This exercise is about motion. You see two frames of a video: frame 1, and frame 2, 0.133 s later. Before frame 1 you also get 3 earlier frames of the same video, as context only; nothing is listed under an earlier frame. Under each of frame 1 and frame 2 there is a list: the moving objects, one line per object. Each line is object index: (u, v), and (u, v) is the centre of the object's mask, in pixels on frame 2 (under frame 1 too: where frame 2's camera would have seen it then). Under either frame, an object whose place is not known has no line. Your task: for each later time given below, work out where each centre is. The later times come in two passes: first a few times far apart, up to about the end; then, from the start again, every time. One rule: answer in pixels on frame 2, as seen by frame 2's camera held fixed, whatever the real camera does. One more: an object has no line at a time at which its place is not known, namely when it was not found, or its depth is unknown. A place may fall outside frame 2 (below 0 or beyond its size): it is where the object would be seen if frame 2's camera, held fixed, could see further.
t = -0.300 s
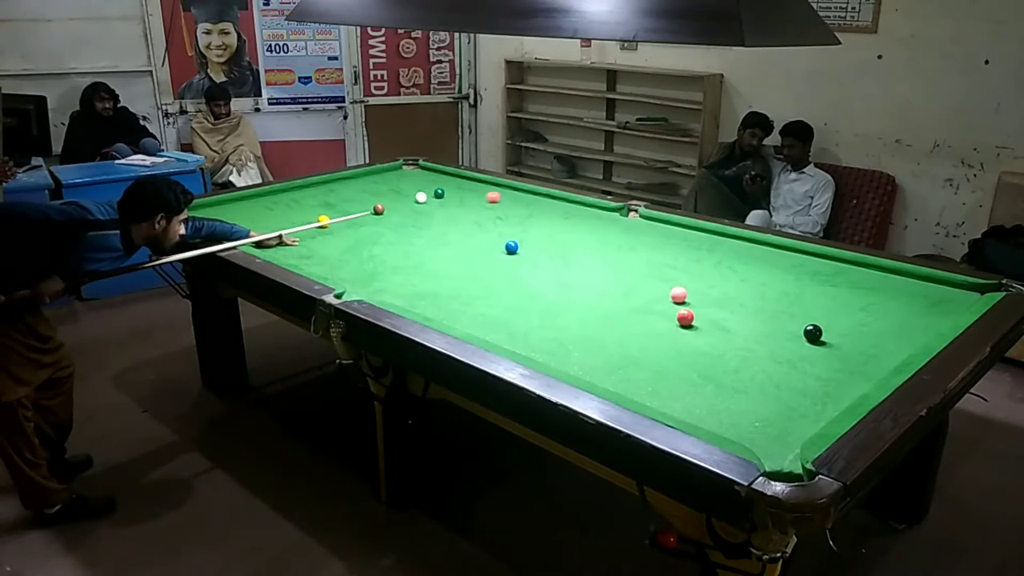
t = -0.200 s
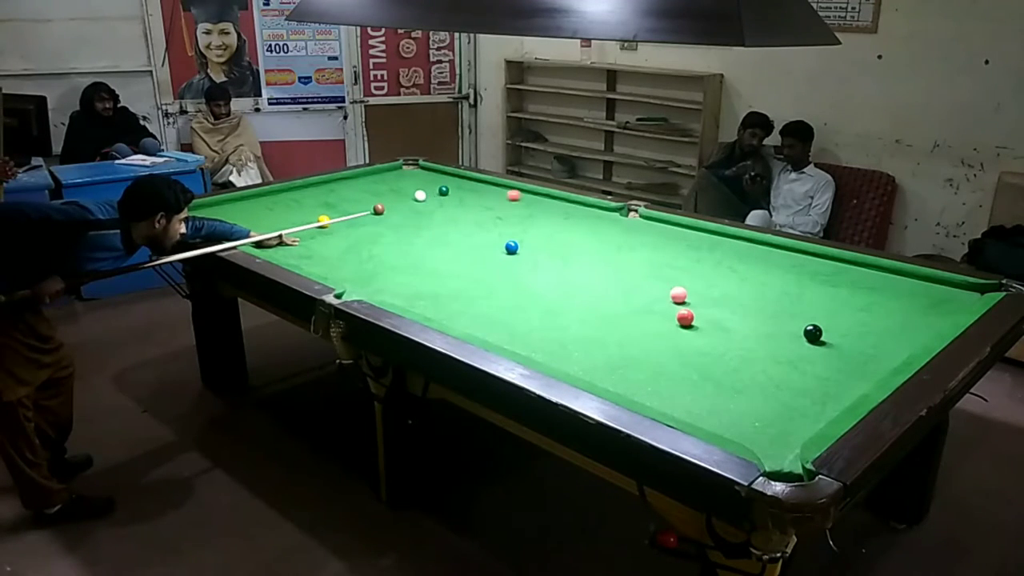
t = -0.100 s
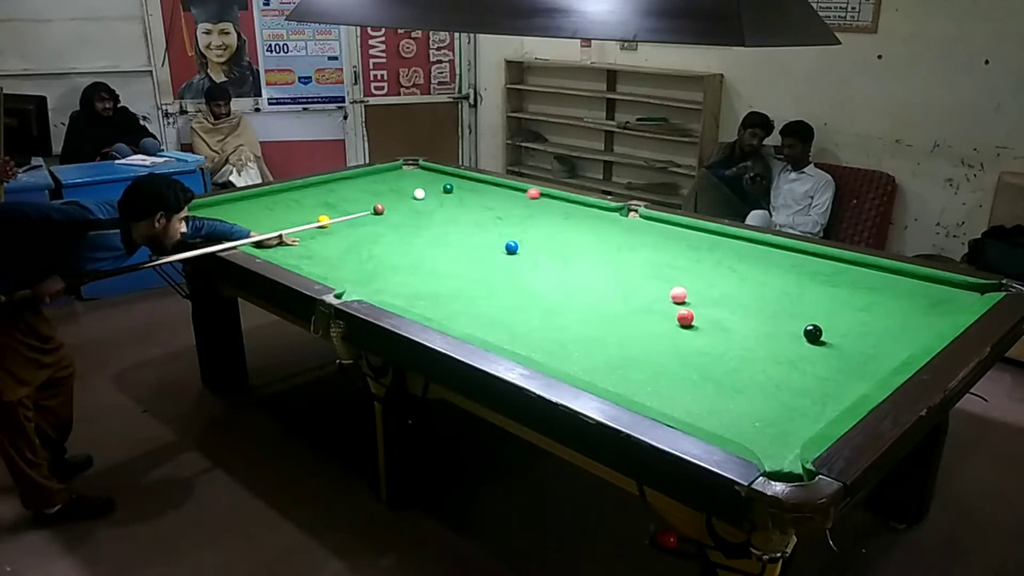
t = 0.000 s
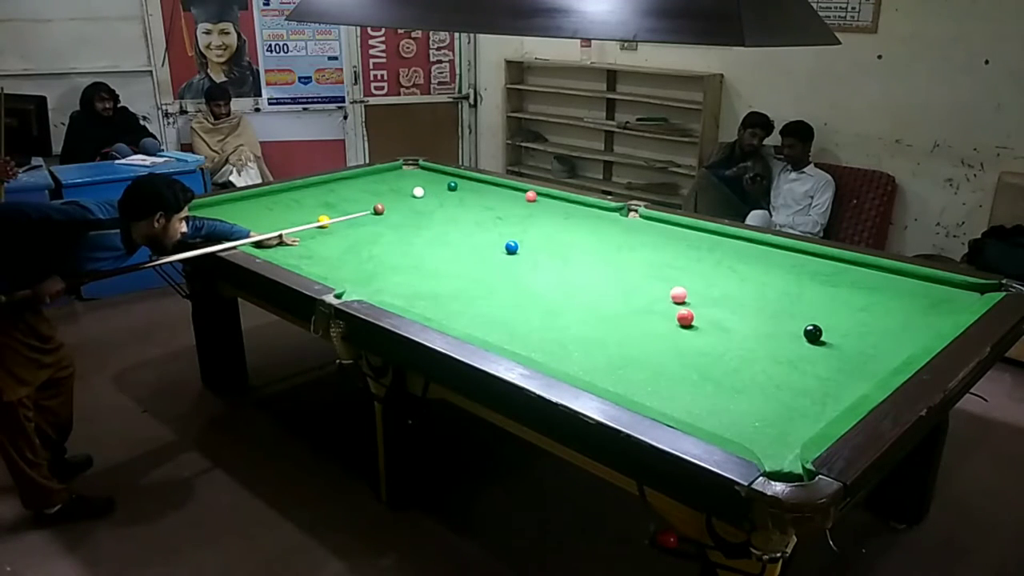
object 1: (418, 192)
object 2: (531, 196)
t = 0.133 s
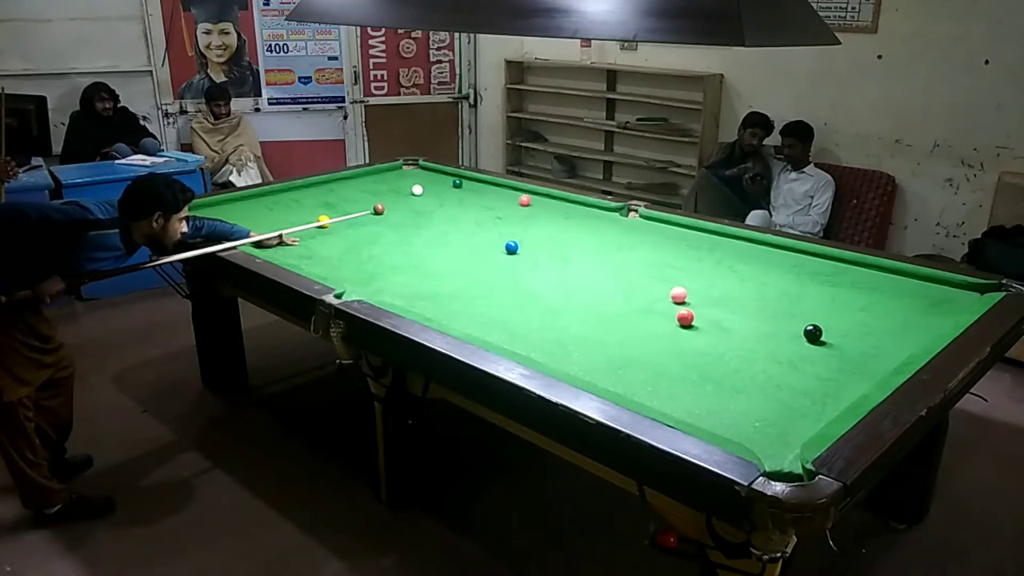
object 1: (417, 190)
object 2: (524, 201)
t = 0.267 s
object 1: (416, 188)
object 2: (518, 205)
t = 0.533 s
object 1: (414, 184)
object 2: (505, 213)
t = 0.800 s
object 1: (412, 181)
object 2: (492, 222)
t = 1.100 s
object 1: (411, 178)
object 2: (476, 232)
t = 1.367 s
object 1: (410, 176)
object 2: (463, 241)
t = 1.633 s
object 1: (409, 173)
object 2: (450, 249)
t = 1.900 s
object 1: (409, 172)
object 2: (437, 258)
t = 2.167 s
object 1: (408, 171)
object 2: (424, 266)
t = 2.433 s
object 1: (408, 170)
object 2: (412, 274)
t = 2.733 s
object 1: (408, 169)
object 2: (400, 282)
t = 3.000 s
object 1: (408, 169)
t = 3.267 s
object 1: (408, 169)
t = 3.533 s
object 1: (408, 169)
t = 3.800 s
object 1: (409, 169)
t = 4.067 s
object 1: (409, 169)
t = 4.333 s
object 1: (409, 169)
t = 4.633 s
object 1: (409, 169)
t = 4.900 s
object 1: (408, 169)
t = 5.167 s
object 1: (409, 169)
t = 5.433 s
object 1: (409, 169)
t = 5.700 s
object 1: (409, 169)
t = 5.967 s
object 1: (408, 169)
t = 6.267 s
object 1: (408, 169)
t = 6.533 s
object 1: (408, 169)
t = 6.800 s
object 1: (408, 169)
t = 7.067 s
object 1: (408, 169)
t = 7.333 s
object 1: (408, 169)
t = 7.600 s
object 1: (408, 169)
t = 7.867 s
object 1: (408, 169)
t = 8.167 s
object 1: (408, 169)
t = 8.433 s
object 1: (408, 169)
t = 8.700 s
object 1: (408, 169)
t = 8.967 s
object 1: (408, 169)
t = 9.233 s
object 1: (408, 168)
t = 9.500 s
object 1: (408, 168)
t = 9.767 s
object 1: (408, 168)
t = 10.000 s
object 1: (408, 168)
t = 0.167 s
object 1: (417, 189)
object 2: (523, 201)
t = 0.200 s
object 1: (416, 189)
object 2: (521, 203)
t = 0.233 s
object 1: (416, 188)
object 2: (519, 204)
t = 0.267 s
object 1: (416, 188)
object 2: (518, 205)
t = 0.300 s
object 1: (416, 187)
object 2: (516, 206)
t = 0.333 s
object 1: (415, 187)
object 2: (514, 207)
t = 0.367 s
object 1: (415, 186)
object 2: (513, 208)
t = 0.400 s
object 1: (415, 186)
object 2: (511, 209)
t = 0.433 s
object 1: (415, 186)
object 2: (509, 210)
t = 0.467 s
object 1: (414, 185)
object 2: (508, 211)
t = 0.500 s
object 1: (414, 185)
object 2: (506, 212)
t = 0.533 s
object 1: (414, 184)
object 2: (505, 213)
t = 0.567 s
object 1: (414, 184)
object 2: (503, 214)
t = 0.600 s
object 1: (414, 183)
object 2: (501, 215)
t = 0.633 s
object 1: (413, 183)
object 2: (500, 217)
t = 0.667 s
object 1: (413, 183)
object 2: (498, 218)
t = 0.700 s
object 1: (413, 182)
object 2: (496, 219)
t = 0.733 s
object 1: (413, 182)
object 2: (495, 220)
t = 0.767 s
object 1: (413, 181)
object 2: (493, 221)
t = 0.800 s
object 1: (412, 181)
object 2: (492, 222)
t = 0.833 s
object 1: (412, 181)
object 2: (490, 223)
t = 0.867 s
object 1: (412, 180)
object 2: (488, 224)
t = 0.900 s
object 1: (412, 180)
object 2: (486, 225)
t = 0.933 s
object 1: (412, 180)
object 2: (485, 226)
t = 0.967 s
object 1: (411, 179)
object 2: (483, 228)
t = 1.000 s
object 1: (411, 179)
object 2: (481, 229)
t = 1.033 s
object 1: (411, 179)
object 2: (480, 230)
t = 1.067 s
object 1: (411, 178)
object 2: (478, 231)
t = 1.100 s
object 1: (411, 178)
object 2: (476, 232)
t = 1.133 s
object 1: (411, 178)
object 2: (474, 233)
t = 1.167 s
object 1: (410, 177)
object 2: (473, 234)
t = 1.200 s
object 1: (410, 177)
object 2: (471, 235)
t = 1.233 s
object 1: (410, 177)
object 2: (470, 236)
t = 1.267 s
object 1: (410, 177)
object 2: (468, 237)
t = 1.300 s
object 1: (410, 176)
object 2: (466, 238)
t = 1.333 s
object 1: (410, 176)
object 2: (465, 239)
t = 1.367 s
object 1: (410, 176)
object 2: (463, 241)
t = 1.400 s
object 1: (410, 175)
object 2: (461, 242)
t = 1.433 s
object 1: (409, 175)
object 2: (460, 243)
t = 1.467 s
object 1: (409, 175)
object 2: (458, 244)
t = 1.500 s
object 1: (409, 175)
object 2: (456, 245)
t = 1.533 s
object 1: (409, 174)
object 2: (455, 246)
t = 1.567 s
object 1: (409, 174)
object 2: (453, 247)
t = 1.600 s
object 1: (409, 174)
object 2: (451, 248)
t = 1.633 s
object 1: (409, 173)
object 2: (450, 249)
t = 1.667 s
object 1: (409, 173)
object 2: (448, 250)
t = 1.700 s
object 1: (409, 173)
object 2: (446, 251)
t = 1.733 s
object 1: (409, 173)
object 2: (445, 252)
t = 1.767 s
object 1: (409, 173)
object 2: (443, 254)
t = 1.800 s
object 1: (409, 173)
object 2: (441, 255)
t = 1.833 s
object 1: (409, 173)
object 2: (440, 256)
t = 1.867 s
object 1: (409, 172)
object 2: (438, 257)
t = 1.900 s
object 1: (409, 172)
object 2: (437, 258)
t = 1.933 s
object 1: (409, 172)
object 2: (435, 259)
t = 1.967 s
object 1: (409, 172)
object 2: (433, 260)
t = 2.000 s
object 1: (408, 172)
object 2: (432, 261)
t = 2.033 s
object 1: (408, 172)
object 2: (430, 262)
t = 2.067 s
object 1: (408, 171)
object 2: (429, 263)
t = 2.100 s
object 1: (408, 171)
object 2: (427, 264)
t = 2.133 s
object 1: (408, 171)
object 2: (426, 265)
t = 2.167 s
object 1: (408, 171)
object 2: (424, 266)
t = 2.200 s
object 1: (408, 171)
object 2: (422, 267)
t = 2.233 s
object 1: (408, 171)
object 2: (421, 268)
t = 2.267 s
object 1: (408, 171)
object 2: (419, 269)
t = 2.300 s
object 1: (408, 170)
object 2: (418, 270)
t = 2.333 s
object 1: (408, 170)
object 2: (417, 271)
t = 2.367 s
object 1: (408, 170)
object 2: (415, 272)
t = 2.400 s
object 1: (408, 170)
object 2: (414, 273)
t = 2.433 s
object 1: (408, 170)
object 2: (412, 274)
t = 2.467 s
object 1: (408, 170)
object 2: (411, 275)
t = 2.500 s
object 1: (408, 170)
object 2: (409, 275)
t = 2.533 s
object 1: (408, 170)
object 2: (408, 276)
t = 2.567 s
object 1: (408, 169)
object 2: (407, 277)
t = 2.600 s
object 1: (408, 169)
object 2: (405, 278)
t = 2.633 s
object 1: (408, 169)
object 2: (404, 279)
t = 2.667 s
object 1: (408, 169)
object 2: (402, 280)
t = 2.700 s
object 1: (408, 169)
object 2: (401, 281)
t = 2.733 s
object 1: (408, 169)
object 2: (400, 282)
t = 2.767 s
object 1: (408, 169)
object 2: (398, 282)
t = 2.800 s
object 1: (408, 169)
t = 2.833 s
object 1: (408, 169)
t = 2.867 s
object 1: (408, 169)
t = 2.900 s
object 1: (408, 169)
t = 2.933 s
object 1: (408, 169)
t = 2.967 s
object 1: (408, 169)
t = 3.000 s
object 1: (408, 169)
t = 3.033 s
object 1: (408, 169)
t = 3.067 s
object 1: (408, 169)
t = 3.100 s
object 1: (408, 169)
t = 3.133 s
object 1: (408, 169)
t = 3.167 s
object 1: (408, 169)
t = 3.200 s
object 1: (408, 169)
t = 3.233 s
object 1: (408, 169)
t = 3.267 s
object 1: (408, 169)
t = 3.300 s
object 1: (408, 169)
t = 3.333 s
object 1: (408, 169)
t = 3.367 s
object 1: (408, 169)
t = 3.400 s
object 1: (408, 169)
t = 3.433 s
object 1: (408, 169)
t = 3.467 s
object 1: (408, 169)
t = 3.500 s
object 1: (408, 169)
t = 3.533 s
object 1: (408, 169)
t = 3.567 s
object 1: (408, 169)
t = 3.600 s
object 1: (408, 169)
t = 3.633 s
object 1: (408, 169)
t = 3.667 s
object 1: (408, 169)
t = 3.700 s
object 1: (408, 169)
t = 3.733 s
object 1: (408, 169)
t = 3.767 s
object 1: (409, 169)
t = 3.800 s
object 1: (409, 169)
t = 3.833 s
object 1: (409, 169)
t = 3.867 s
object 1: (409, 169)
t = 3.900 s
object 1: (409, 169)
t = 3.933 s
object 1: (409, 169)
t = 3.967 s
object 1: (409, 169)
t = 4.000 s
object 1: (409, 169)
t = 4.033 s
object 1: (409, 169)
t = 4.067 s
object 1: (409, 169)
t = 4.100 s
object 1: (409, 169)
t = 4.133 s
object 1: (409, 169)
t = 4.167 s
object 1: (409, 169)
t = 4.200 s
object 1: (409, 169)
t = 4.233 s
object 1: (409, 169)
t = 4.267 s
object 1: (408, 169)
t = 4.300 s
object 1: (409, 169)
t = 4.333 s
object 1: (409, 169)
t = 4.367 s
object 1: (409, 169)
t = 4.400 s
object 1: (409, 169)
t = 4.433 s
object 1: (409, 169)
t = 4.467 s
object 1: (409, 169)
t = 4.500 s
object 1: (409, 169)
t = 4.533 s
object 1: (409, 169)
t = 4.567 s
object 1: (409, 169)
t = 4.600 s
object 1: (409, 169)
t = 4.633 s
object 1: (409, 169)
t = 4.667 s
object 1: (409, 169)
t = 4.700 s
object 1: (409, 169)
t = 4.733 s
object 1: (409, 169)
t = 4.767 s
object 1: (408, 169)
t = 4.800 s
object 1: (408, 169)
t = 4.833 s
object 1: (408, 169)
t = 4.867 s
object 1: (408, 169)
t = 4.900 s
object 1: (408, 169)
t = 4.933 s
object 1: (409, 169)
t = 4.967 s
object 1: (409, 169)
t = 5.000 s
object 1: (408, 169)
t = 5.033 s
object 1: (408, 169)
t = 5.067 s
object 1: (408, 169)
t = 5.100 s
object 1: (409, 169)
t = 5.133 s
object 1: (409, 169)
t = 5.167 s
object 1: (409, 169)
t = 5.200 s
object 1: (409, 169)
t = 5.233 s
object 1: (409, 169)
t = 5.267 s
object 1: (409, 169)
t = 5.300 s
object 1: (409, 169)
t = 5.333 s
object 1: (409, 169)
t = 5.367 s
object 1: (409, 169)
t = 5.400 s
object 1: (409, 169)
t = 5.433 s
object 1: (409, 169)
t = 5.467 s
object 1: (409, 169)
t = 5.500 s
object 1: (409, 169)
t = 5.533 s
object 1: (409, 169)
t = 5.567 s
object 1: (409, 169)
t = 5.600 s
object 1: (409, 169)
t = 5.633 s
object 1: (409, 169)
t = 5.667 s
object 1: (409, 169)
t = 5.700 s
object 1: (409, 169)
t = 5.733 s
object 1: (409, 169)
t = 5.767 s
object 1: (409, 169)
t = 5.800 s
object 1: (408, 169)
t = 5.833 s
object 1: (408, 169)
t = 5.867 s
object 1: (408, 169)
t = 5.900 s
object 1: (409, 169)
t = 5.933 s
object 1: (408, 169)
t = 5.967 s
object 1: (408, 169)
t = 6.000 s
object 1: (408, 169)
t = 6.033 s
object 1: (408, 169)
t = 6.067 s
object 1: (408, 169)
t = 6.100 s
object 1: (408, 169)
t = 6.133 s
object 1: (408, 169)
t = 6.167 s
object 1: (408, 169)
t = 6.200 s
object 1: (408, 169)
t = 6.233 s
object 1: (408, 169)
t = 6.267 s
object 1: (408, 169)
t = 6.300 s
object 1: (408, 169)
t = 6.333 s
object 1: (408, 169)
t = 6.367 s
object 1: (408, 169)
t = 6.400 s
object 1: (408, 169)
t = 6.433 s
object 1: (408, 169)
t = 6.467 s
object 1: (408, 169)
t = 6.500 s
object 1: (408, 169)
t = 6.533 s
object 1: (408, 169)
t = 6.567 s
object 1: (408, 169)
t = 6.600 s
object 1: (408, 169)
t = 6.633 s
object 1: (408, 169)
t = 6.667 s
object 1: (408, 169)
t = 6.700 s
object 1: (408, 169)
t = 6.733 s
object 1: (408, 169)
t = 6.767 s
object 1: (408, 169)
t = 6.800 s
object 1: (408, 169)
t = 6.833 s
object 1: (408, 169)
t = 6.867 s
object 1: (408, 169)
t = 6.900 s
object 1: (408, 169)
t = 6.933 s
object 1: (408, 169)
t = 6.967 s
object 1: (408, 169)
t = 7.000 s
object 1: (408, 169)
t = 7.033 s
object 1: (408, 169)
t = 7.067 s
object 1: (408, 169)
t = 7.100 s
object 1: (408, 169)
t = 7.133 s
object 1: (408, 169)
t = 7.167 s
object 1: (408, 169)
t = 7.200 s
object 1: (408, 169)
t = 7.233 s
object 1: (408, 169)
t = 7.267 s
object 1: (408, 169)
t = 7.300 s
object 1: (408, 169)
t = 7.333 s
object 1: (408, 169)
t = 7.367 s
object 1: (408, 169)
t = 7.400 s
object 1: (408, 169)
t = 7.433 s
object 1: (408, 169)
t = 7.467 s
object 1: (408, 169)
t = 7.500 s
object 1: (408, 169)
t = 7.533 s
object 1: (408, 169)
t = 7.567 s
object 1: (408, 169)
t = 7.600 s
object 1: (408, 169)
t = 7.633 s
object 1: (408, 169)
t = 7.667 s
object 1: (408, 169)
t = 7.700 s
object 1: (408, 169)
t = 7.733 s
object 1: (408, 169)
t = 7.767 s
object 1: (408, 169)
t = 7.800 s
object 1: (408, 169)
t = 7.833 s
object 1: (408, 169)
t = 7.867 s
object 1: (408, 169)
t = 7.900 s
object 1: (408, 169)
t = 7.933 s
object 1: (408, 169)
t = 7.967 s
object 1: (409, 169)
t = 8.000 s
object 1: (408, 169)
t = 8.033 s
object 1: (408, 169)
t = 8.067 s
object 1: (408, 169)
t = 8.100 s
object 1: (408, 169)
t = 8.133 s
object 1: (408, 169)
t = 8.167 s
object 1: (408, 169)
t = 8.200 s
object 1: (408, 169)
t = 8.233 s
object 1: (408, 169)
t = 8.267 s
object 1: (408, 169)
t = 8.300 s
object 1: (408, 169)
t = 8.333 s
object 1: (408, 169)
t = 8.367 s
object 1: (408, 169)
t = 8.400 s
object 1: (408, 169)
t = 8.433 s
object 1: (408, 169)
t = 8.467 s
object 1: (409, 169)
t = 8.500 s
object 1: (408, 169)
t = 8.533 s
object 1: (409, 169)
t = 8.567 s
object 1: (408, 169)
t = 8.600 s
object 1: (408, 169)
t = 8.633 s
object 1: (408, 169)
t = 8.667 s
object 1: (408, 169)
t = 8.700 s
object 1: (408, 169)
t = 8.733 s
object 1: (408, 169)
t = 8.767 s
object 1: (408, 169)
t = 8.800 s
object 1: (408, 169)
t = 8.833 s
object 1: (408, 169)
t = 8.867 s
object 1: (408, 169)
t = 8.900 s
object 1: (408, 169)
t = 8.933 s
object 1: (408, 169)
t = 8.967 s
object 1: (408, 169)
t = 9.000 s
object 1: (408, 169)
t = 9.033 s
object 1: (408, 169)
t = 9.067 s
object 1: (408, 169)
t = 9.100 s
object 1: (408, 169)
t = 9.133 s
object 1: (408, 169)
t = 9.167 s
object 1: (408, 169)
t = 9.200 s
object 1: (408, 169)
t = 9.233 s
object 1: (408, 168)
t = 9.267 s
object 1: (408, 169)
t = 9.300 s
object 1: (408, 169)
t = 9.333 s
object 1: (408, 169)
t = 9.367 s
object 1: (408, 169)
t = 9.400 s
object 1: (408, 168)
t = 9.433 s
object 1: (408, 168)
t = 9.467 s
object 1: (408, 168)
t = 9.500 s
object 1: (408, 168)
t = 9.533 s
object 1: (408, 168)
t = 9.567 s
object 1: (408, 168)
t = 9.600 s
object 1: (408, 168)
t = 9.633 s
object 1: (408, 168)
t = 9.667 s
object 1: (408, 168)
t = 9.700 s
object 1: (408, 168)
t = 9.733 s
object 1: (408, 168)
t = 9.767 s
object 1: (408, 168)
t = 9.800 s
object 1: (408, 168)
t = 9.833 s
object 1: (408, 168)
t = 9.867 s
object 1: (408, 168)
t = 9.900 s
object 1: (408, 168)
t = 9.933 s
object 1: (408, 168)
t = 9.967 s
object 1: (408, 168)
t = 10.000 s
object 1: (408, 168)
